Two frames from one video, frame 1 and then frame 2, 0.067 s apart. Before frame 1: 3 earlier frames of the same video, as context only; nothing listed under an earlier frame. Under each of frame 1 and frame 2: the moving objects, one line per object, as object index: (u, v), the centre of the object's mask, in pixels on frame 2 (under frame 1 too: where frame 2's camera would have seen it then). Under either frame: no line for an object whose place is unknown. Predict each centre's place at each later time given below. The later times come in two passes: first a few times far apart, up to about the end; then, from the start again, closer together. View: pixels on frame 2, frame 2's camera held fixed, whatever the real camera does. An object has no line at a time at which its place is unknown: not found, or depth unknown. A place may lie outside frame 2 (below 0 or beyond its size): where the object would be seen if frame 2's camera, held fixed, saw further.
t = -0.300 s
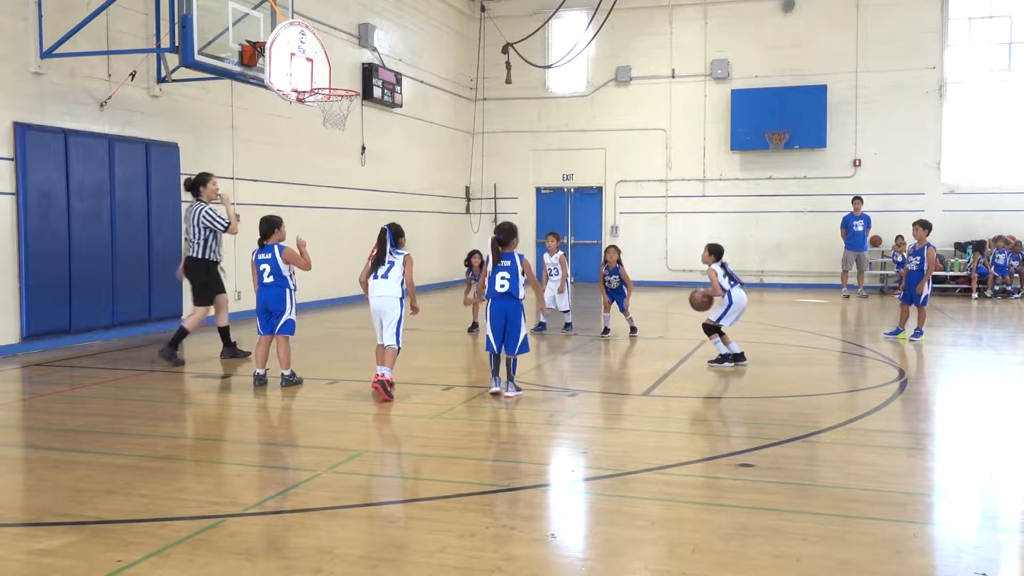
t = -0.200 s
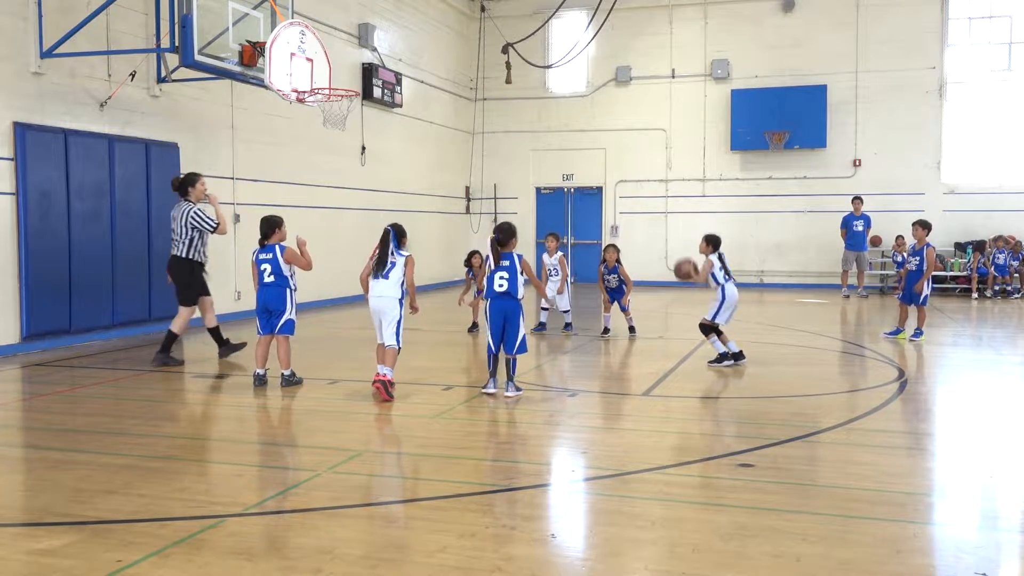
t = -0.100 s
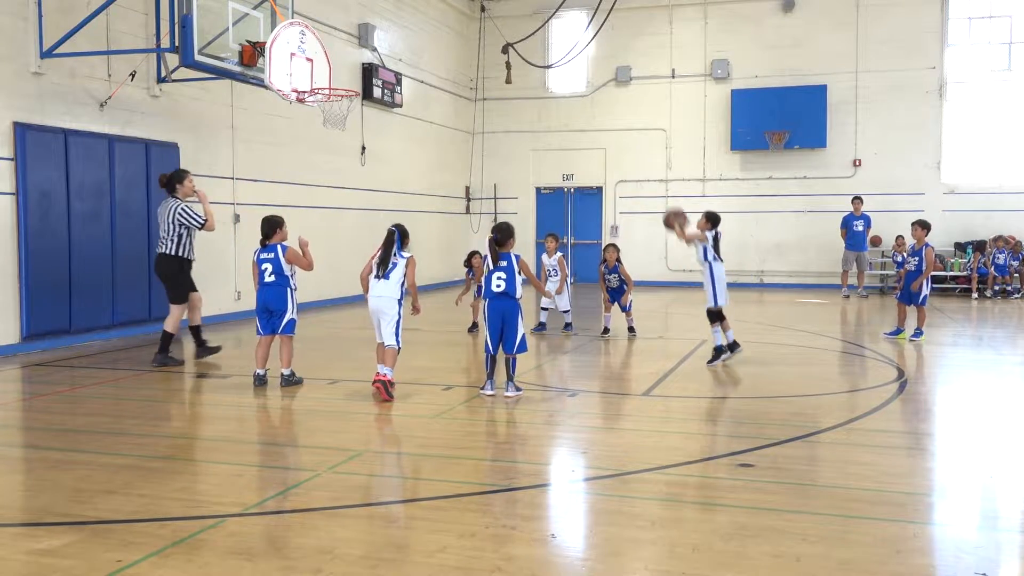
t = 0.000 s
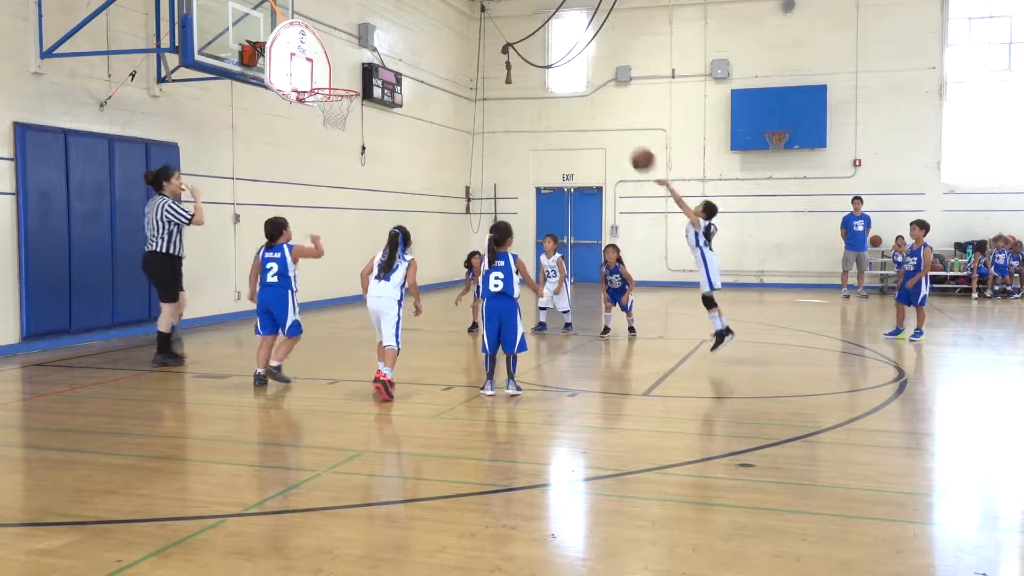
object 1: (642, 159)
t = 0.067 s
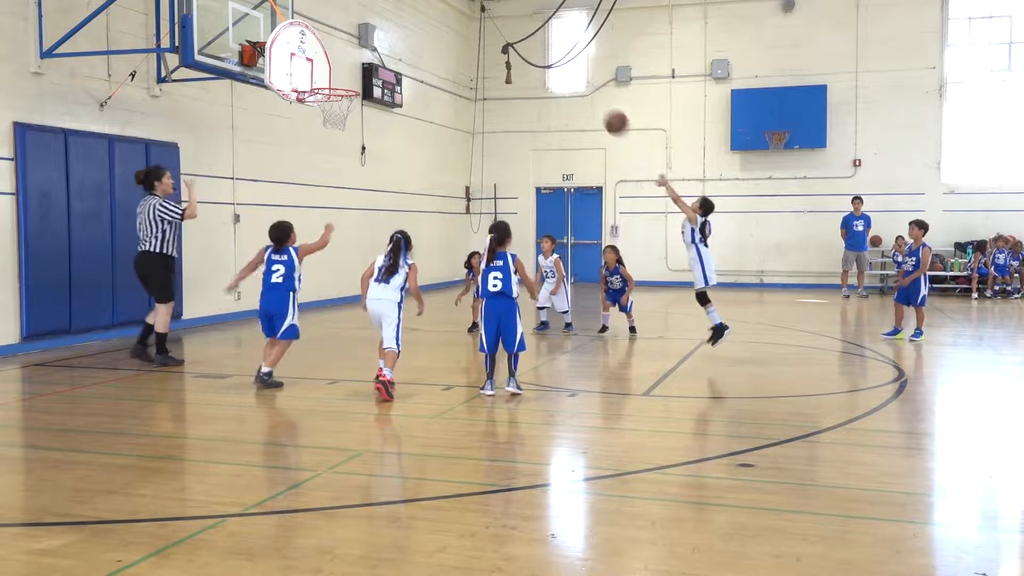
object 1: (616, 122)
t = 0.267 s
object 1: (538, 42)
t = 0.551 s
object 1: (433, 7)
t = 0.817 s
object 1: (341, 46)
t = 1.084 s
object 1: (297, 77)
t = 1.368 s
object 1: (317, 132)
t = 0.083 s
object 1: (609, 114)
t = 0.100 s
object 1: (602, 106)
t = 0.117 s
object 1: (597, 98)
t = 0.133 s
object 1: (591, 91)
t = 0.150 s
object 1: (584, 84)
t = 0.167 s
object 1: (578, 77)
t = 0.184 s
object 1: (571, 70)
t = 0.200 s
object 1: (564, 64)
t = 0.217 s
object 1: (557, 58)
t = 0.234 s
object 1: (550, 52)
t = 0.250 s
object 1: (544, 47)
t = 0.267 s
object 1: (538, 42)
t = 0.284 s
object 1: (532, 37)
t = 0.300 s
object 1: (526, 33)
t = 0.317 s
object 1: (519, 29)
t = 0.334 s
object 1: (513, 26)
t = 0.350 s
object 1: (507, 23)
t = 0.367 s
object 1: (500, 20)
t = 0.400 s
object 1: (488, 13)
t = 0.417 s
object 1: (482, 11)
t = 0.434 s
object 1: (476, 10)
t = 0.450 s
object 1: (469, 9)
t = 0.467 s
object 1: (464, 9)
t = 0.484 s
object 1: (458, 8)
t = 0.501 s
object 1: (452, 8)
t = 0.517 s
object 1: (446, 8)
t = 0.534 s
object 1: (440, 8)
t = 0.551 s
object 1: (433, 7)
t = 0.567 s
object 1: (428, 8)
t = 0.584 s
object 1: (422, 8)
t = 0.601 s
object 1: (416, 9)
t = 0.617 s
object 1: (410, 9)
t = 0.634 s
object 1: (404, 10)
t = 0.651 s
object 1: (398, 12)
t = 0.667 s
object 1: (393, 13)
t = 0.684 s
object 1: (387, 17)
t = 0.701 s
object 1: (381, 19)
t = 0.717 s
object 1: (375, 22)
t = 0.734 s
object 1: (369, 26)
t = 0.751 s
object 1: (364, 29)
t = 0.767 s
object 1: (358, 33)
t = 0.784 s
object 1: (352, 37)
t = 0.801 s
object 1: (347, 42)
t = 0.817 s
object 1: (341, 46)
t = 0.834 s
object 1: (336, 51)
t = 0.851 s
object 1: (330, 56)
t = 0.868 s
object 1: (325, 62)
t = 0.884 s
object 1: (319, 68)
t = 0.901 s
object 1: (314, 74)
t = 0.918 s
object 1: (309, 78)
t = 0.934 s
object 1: (305, 78)
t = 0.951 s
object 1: (300, 78)
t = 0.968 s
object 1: (295, 78)
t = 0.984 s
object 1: (291, 79)
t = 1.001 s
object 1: (291, 78)
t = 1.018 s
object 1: (292, 77)
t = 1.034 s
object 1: (293, 77)
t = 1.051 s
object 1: (294, 77)
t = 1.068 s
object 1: (295, 77)
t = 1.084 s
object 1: (297, 77)
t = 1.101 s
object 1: (298, 78)
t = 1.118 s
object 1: (299, 79)
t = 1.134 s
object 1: (300, 80)
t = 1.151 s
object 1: (301, 82)
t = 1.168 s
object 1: (302, 84)
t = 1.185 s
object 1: (304, 86)
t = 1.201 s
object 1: (305, 89)
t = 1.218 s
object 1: (306, 92)
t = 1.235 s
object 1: (307, 95)
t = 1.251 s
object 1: (308, 98)
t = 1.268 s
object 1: (309, 102)
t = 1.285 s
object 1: (310, 105)
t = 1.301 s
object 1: (312, 111)
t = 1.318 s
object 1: (313, 115)
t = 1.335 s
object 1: (314, 120)
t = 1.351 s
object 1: (316, 126)
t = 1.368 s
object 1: (317, 132)
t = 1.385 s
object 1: (318, 138)
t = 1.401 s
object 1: (320, 144)
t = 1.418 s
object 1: (321, 150)
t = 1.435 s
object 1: (322, 158)
